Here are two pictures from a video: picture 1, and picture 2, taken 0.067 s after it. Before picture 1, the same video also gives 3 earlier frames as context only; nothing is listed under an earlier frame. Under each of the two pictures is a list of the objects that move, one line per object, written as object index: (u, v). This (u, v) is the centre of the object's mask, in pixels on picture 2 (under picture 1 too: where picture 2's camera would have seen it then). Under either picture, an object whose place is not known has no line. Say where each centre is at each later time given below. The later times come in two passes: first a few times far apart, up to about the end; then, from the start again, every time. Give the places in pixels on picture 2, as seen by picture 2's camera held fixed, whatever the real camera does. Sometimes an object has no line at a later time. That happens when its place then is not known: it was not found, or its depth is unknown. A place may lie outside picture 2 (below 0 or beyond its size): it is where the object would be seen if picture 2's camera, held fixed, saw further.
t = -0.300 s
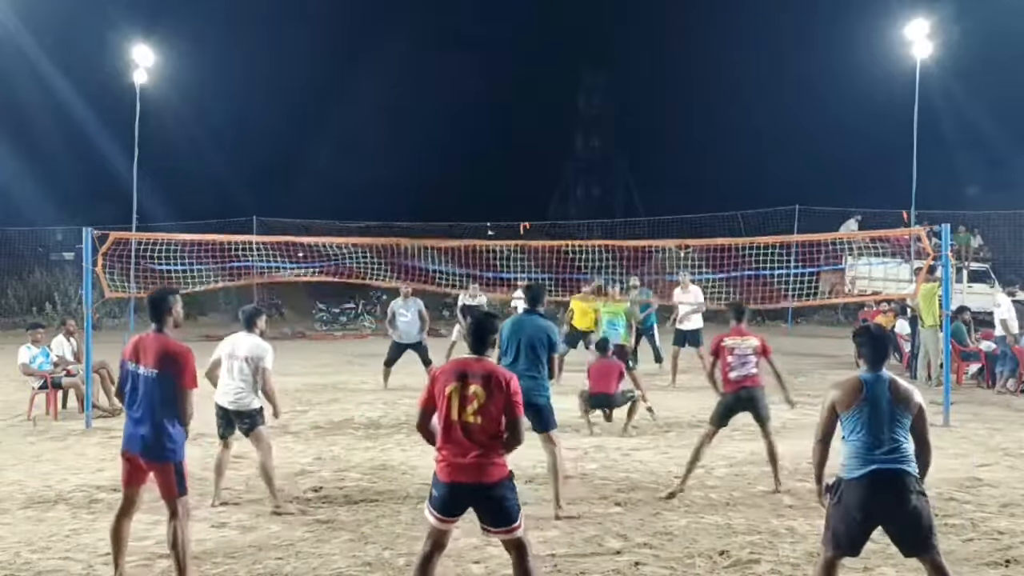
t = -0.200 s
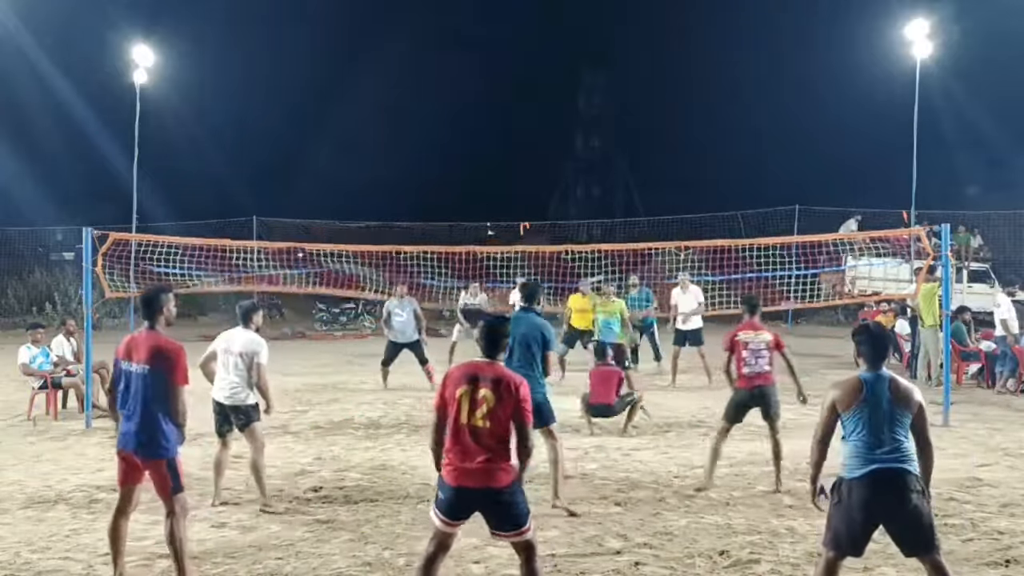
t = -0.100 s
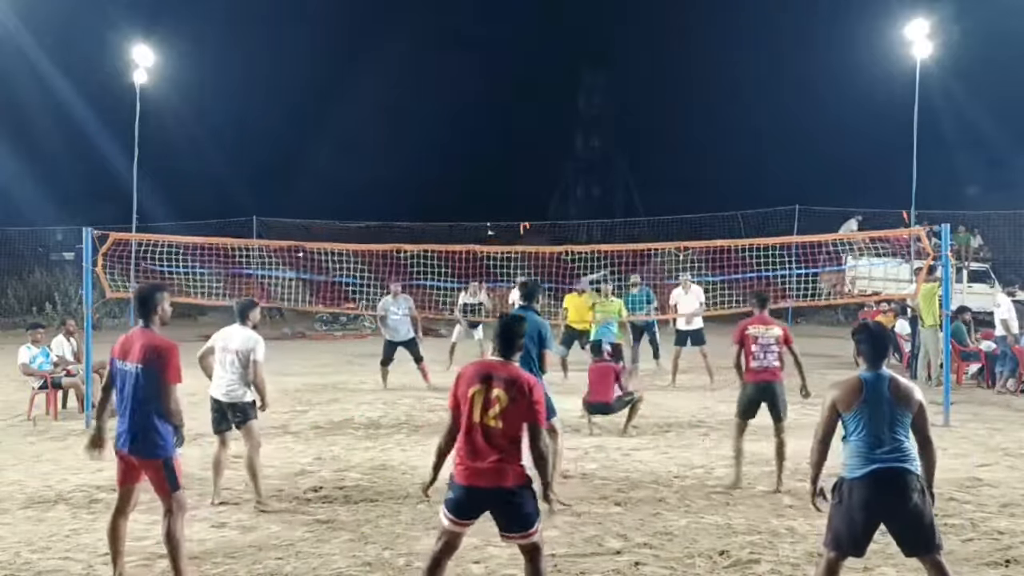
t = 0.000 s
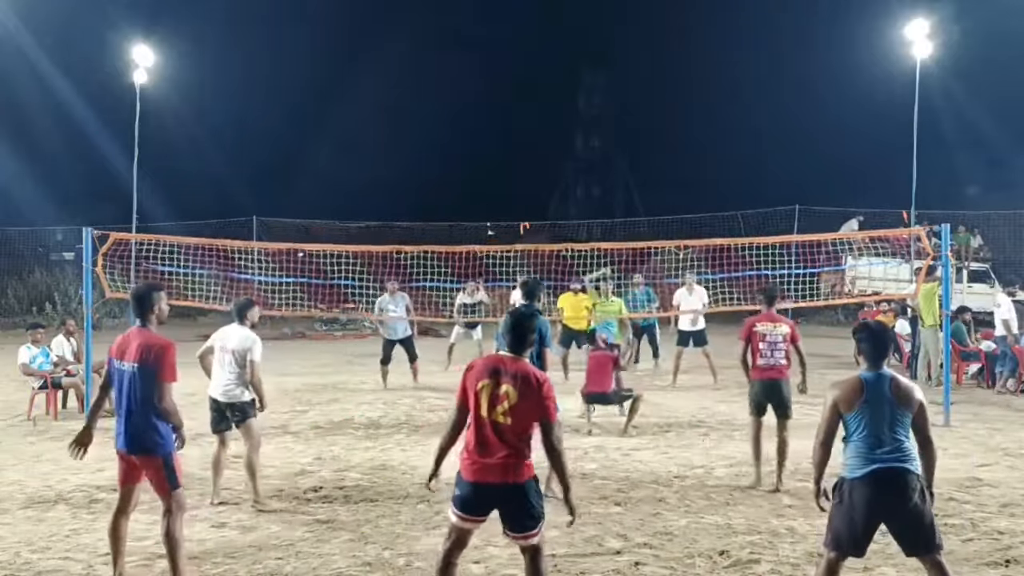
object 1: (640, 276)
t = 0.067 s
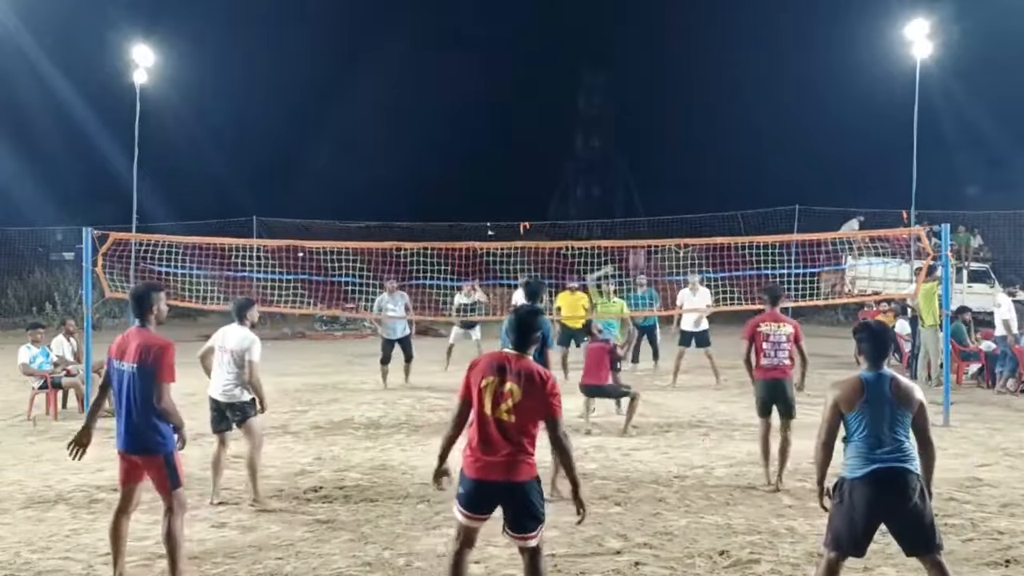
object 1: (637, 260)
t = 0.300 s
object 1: (641, 155)
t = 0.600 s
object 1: (648, 87)
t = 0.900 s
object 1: (657, 104)
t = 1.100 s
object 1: (664, 171)
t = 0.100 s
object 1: (637, 240)
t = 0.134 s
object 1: (637, 224)
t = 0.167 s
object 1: (638, 207)
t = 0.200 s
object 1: (639, 193)
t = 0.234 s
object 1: (640, 179)
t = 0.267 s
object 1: (640, 167)
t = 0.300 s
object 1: (641, 155)
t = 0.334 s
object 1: (642, 143)
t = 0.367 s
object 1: (642, 133)
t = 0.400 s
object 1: (643, 124)
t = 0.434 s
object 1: (644, 114)
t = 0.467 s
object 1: (645, 107)
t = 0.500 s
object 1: (646, 100)
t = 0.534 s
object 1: (647, 95)
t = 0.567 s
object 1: (648, 91)
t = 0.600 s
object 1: (648, 87)
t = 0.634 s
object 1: (649, 85)
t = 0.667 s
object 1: (650, 82)
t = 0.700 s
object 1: (651, 82)
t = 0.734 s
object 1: (652, 83)
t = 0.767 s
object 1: (653, 85)
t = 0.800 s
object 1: (654, 88)
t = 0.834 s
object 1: (655, 93)
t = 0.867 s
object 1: (656, 98)
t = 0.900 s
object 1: (657, 104)
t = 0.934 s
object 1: (658, 111)
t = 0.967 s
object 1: (659, 120)
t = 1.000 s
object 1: (661, 130)
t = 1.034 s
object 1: (662, 142)
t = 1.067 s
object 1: (663, 155)
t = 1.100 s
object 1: (664, 171)
